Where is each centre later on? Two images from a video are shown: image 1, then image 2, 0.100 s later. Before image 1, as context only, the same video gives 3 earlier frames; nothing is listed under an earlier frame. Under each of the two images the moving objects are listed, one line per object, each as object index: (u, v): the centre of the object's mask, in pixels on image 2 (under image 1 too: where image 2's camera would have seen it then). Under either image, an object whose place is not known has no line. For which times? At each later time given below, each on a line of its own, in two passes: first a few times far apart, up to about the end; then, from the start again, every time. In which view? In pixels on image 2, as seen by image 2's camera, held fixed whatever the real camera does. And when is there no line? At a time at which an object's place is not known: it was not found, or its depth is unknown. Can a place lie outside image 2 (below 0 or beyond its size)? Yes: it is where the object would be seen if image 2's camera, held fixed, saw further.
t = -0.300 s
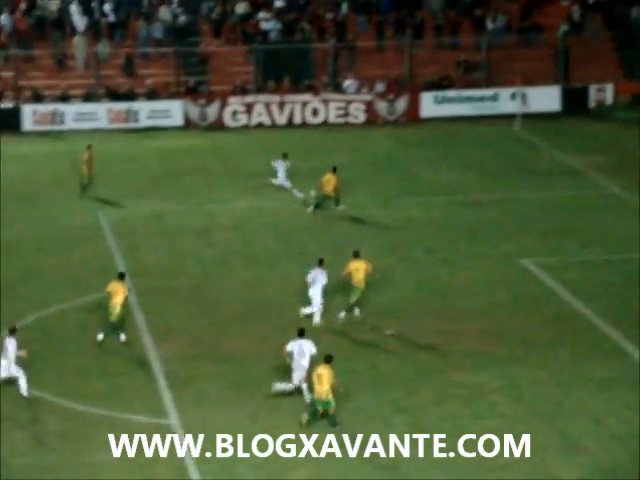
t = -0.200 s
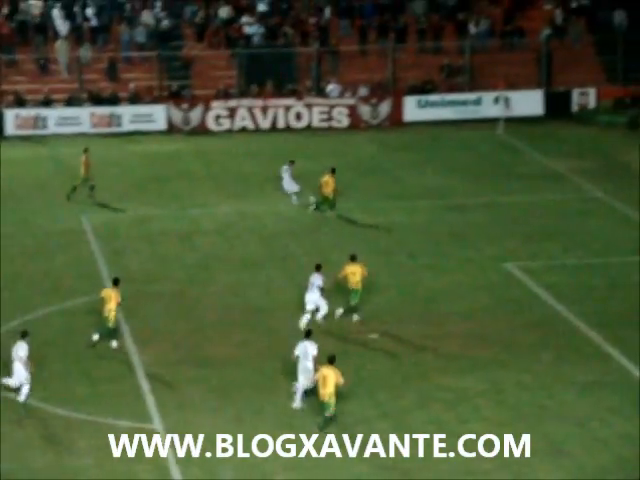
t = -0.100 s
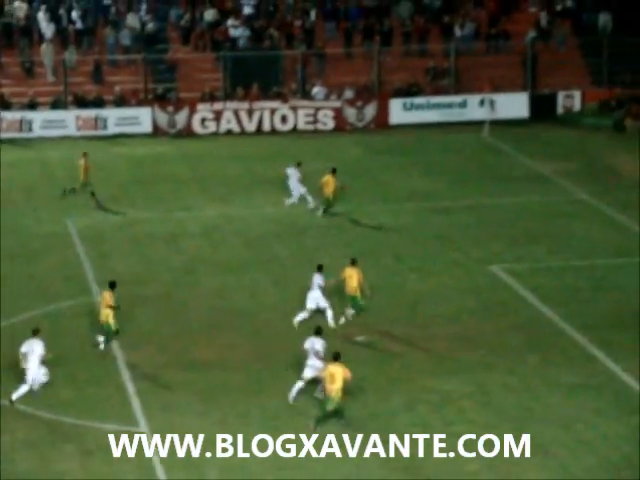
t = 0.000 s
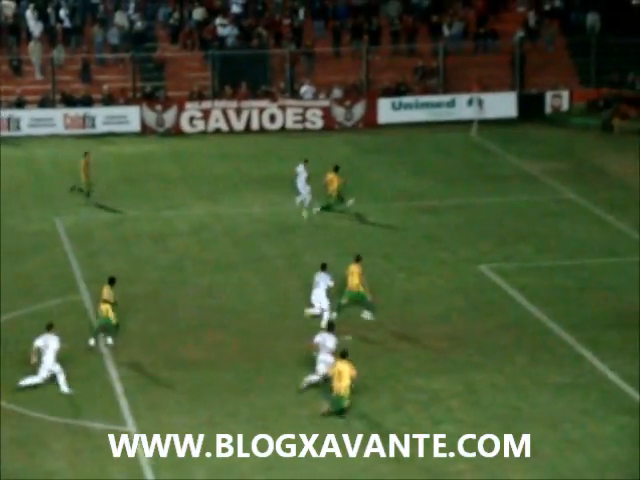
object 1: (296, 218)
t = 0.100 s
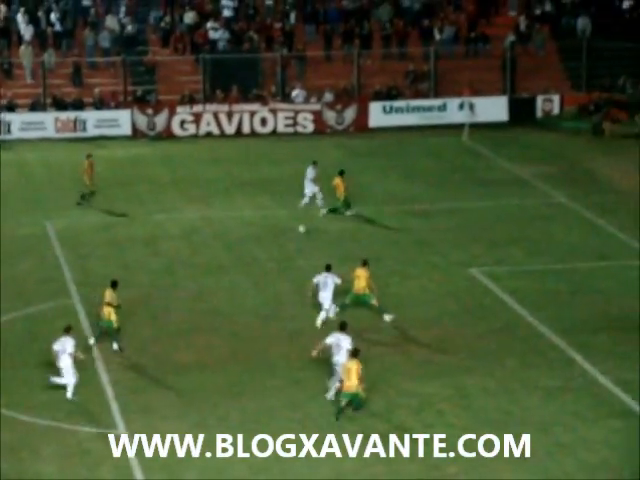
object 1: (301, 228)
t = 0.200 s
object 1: (306, 236)
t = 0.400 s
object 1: (313, 254)
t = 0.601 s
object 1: (318, 270)
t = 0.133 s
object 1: (303, 230)
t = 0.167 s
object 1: (304, 233)
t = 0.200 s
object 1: (306, 236)
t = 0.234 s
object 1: (307, 240)
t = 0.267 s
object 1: (308, 243)
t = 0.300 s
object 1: (309, 247)
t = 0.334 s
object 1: (310, 249)
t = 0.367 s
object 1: (312, 251)
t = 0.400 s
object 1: (313, 254)
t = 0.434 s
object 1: (314, 257)
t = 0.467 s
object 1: (315, 261)
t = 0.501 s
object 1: (316, 263)
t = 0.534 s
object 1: (317, 265)
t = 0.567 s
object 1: (317, 267)
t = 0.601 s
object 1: (318, 270)
